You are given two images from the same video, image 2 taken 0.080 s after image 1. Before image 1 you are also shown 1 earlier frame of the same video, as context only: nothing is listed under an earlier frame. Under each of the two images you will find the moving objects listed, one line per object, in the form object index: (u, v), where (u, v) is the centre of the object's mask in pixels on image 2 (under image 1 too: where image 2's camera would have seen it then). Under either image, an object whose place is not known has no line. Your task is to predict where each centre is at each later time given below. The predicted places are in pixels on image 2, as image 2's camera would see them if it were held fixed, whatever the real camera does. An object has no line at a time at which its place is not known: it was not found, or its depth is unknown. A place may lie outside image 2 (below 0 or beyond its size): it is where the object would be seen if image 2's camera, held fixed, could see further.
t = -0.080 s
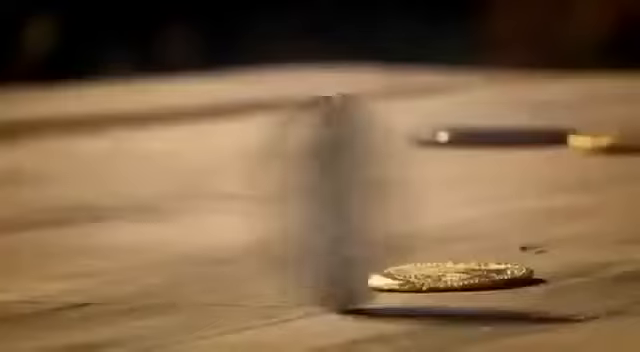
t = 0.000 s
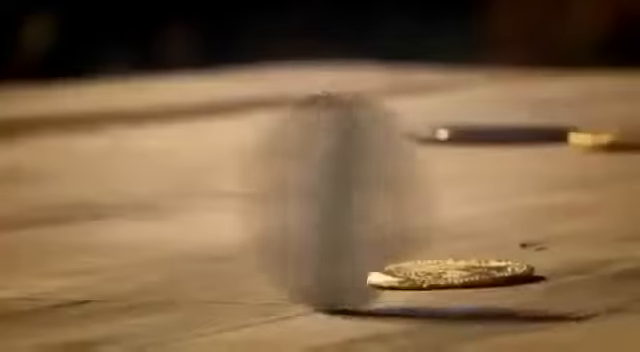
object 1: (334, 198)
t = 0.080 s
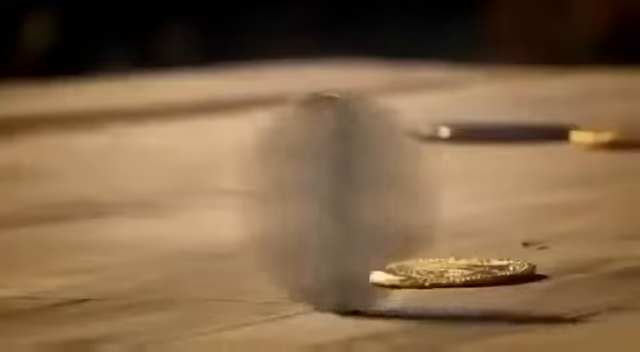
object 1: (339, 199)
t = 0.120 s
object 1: (340, 201)
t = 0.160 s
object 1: (338, 201)
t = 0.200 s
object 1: (337, 202)
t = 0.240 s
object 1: (336, 204)
